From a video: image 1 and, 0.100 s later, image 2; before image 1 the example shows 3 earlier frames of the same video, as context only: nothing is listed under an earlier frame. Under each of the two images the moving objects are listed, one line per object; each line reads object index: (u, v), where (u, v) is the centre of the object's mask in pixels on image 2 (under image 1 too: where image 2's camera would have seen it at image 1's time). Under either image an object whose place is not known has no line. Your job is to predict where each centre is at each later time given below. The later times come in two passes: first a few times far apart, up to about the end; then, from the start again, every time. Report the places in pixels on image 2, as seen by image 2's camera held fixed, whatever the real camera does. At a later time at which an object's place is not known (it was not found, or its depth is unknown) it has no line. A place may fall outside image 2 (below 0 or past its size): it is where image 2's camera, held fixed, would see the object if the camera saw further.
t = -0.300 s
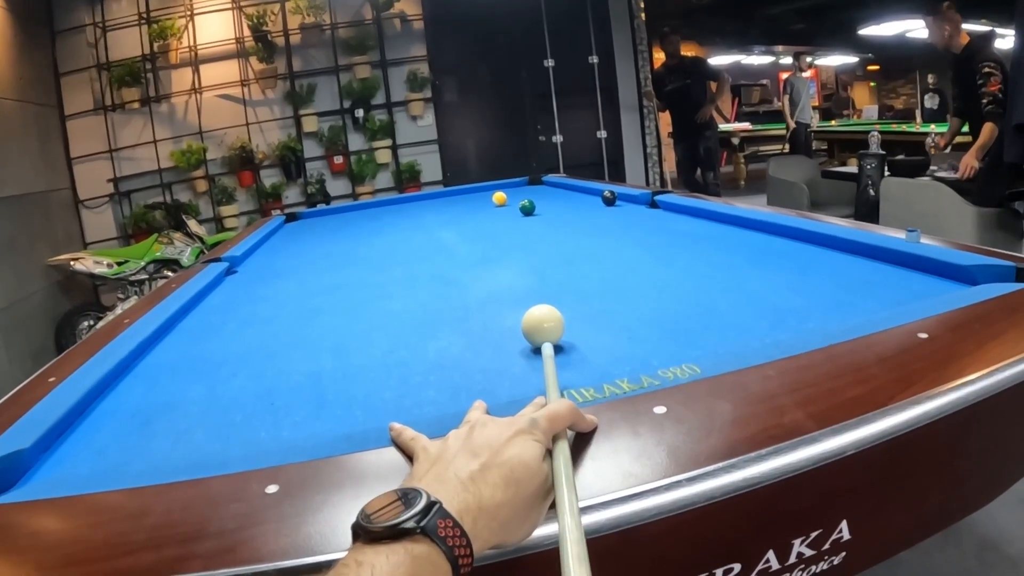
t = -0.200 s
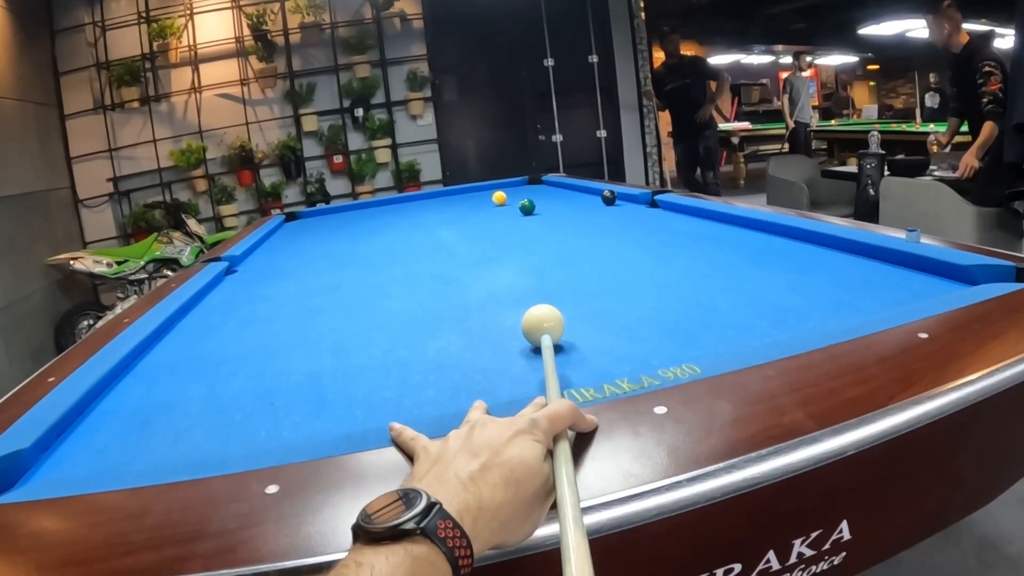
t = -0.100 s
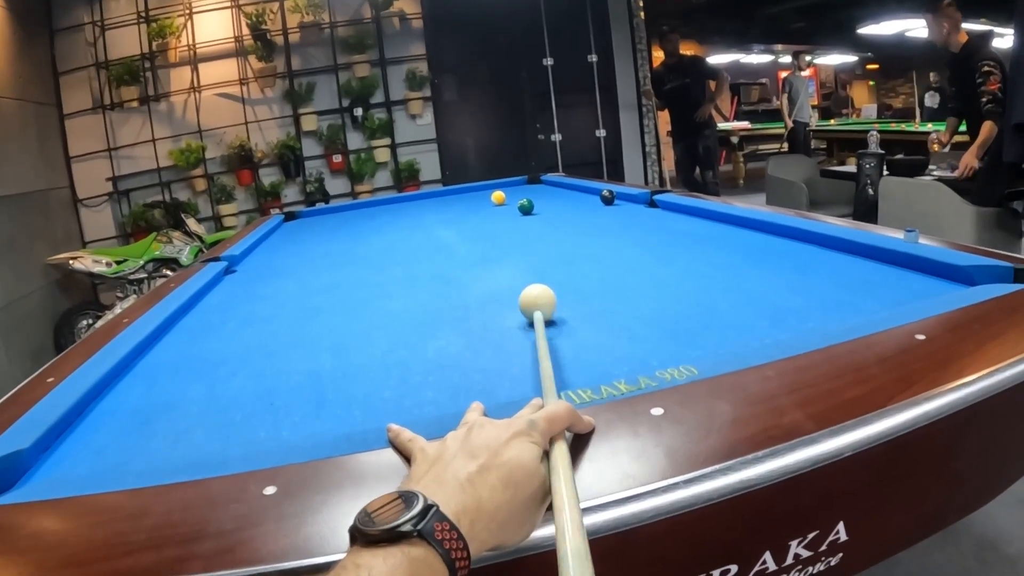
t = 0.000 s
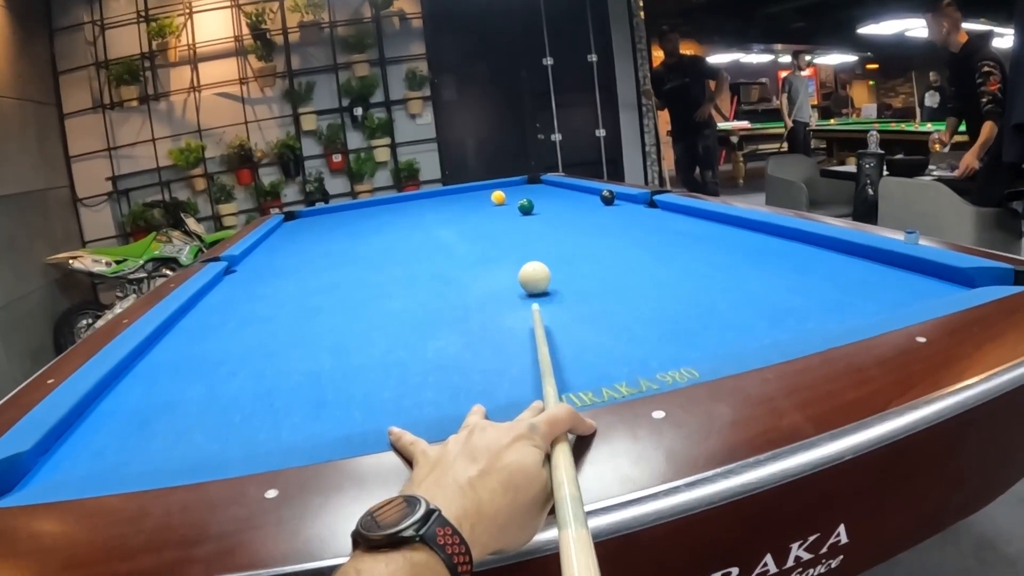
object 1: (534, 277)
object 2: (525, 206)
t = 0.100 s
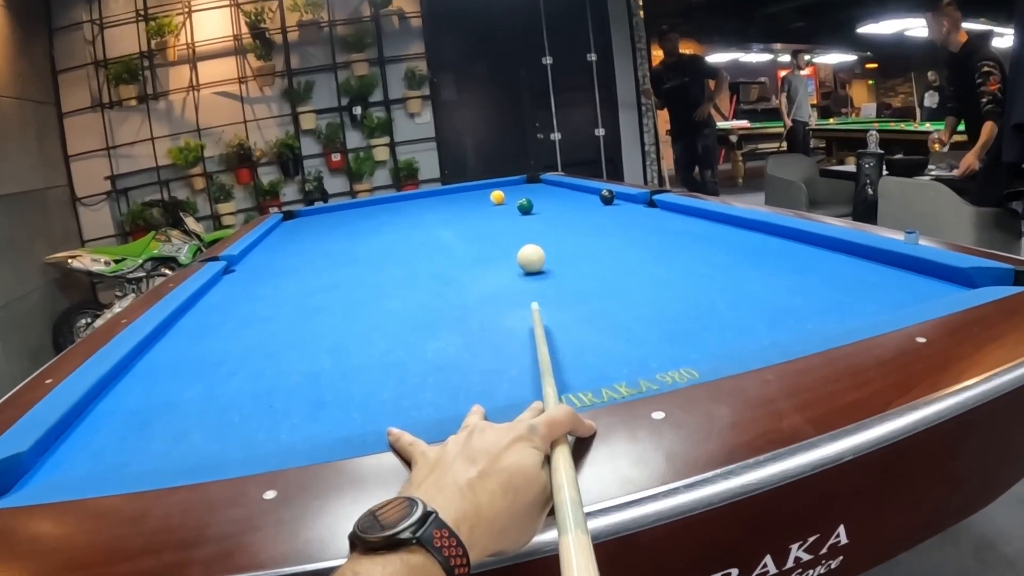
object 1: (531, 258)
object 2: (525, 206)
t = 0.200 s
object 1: (529, 244)
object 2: (525, 206)
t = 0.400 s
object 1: (526, 223)
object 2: (524, 205)
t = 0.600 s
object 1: (524, 208)
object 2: (524, 199)
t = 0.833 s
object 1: (520, 205)
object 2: (525, 195)
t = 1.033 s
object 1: (517, 203)
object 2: (525, 191)
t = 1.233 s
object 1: (515, 201)
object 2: (525, 187)
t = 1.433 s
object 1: (513, 199)
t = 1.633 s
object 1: (512, 197)
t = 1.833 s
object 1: (510, 196)
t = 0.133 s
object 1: (530, 253)
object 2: (525, 206)
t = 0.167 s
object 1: (530, 248)
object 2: (525, 206)
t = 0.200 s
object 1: (529, 244)
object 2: (525, 206)
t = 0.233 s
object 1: (528, 239)
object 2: (525, 205)
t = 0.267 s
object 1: (528, 236)
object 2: (525, 205)
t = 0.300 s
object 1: (527, 232)
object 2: (524, 205)
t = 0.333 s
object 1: (527, 229)
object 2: (524, 205)
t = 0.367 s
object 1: (526, 225)
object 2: (524, 205)
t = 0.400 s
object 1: (526, 223)
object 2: (524, 205)
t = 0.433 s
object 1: (525, 220)
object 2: (524, 204)
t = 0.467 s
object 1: (525, 217)
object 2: (524, 203)
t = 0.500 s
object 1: (525, 215)
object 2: (524, 202)
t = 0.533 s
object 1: (524, 212)
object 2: (524, 201)
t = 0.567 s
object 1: (524, 210)
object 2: (524, 200)
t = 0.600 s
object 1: (524, 208)
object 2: (524, 199)
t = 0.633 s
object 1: (523, 207)
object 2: (525, 198)
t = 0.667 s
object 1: (523, 206)
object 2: (525, 198)
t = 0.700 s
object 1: (522, 206)
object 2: (525, 197)
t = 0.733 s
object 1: (522, 206)
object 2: (525, 197)
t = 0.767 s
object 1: (521, 206)
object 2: (526, 196)
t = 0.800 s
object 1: (520, 205)
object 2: (525, 195)
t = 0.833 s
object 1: (520, 205)
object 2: (525, 195)
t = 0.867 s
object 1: (520, 205)
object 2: (525, 194)
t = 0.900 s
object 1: (519, 204)
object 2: (525, 194)
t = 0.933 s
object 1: (519, 204)
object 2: (525, 193)
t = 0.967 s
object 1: (518, 203)
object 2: (525, 192)
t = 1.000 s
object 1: (517, 203)
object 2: (525, 192)
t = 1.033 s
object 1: (517, 203)
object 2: (525, 191)
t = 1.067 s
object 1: (517, 203)
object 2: (525, 191)
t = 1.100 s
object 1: (517, 202)
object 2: (525, 190)
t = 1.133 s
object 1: (516, 202)
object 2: (525, 190)
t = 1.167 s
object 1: (516, 201)
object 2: (525, 189)
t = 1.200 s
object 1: (516, 201)
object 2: (525, 188)
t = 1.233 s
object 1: (515, 201)
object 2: (525, 187)
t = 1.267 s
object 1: (515, 200)
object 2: (526, 186)
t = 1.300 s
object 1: (515, 200)
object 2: (526, 185)
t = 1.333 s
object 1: (514, 200)
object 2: (526, 185)
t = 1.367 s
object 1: (514, 199)
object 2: (526, 184)
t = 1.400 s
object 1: (514, 199)
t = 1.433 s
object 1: (513, 199)
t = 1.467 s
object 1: (513, 198)
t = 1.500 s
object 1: (513, 198)
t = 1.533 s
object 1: (513, 198)
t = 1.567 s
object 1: (512, 198)
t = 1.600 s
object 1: (512, 197)
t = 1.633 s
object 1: (512, 197)
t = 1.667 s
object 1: (511, 197)
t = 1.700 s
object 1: (511, 197)
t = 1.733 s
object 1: (511, 197)
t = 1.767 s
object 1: (511, 196)
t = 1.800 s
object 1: (511, 196)
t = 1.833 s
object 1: (510, 196)
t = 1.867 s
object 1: (510, 196)
